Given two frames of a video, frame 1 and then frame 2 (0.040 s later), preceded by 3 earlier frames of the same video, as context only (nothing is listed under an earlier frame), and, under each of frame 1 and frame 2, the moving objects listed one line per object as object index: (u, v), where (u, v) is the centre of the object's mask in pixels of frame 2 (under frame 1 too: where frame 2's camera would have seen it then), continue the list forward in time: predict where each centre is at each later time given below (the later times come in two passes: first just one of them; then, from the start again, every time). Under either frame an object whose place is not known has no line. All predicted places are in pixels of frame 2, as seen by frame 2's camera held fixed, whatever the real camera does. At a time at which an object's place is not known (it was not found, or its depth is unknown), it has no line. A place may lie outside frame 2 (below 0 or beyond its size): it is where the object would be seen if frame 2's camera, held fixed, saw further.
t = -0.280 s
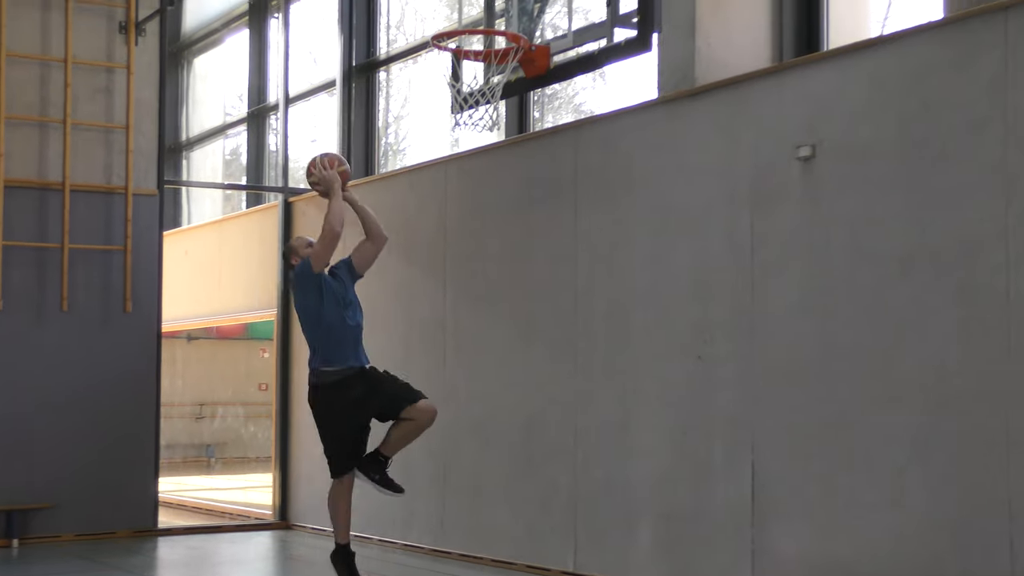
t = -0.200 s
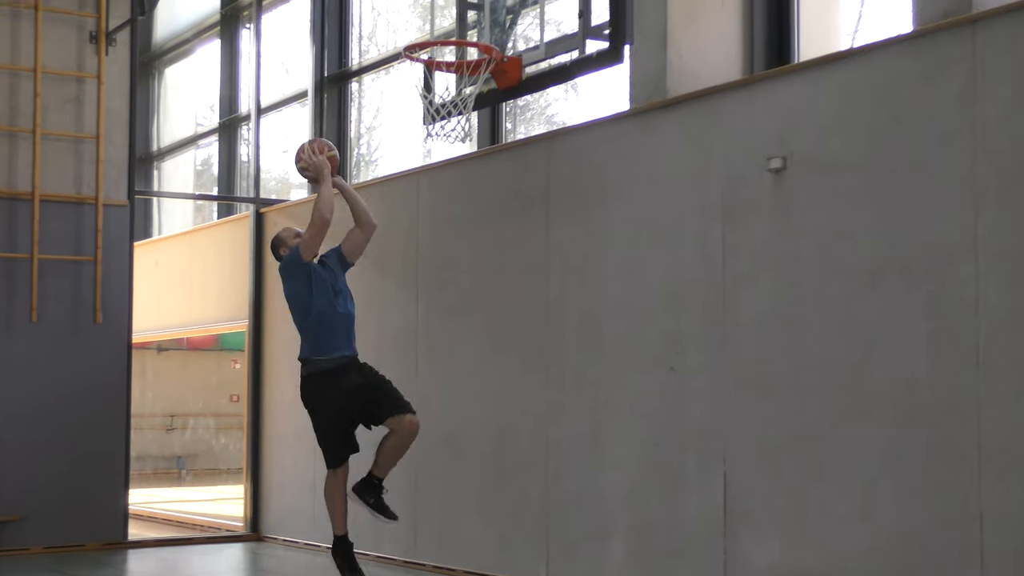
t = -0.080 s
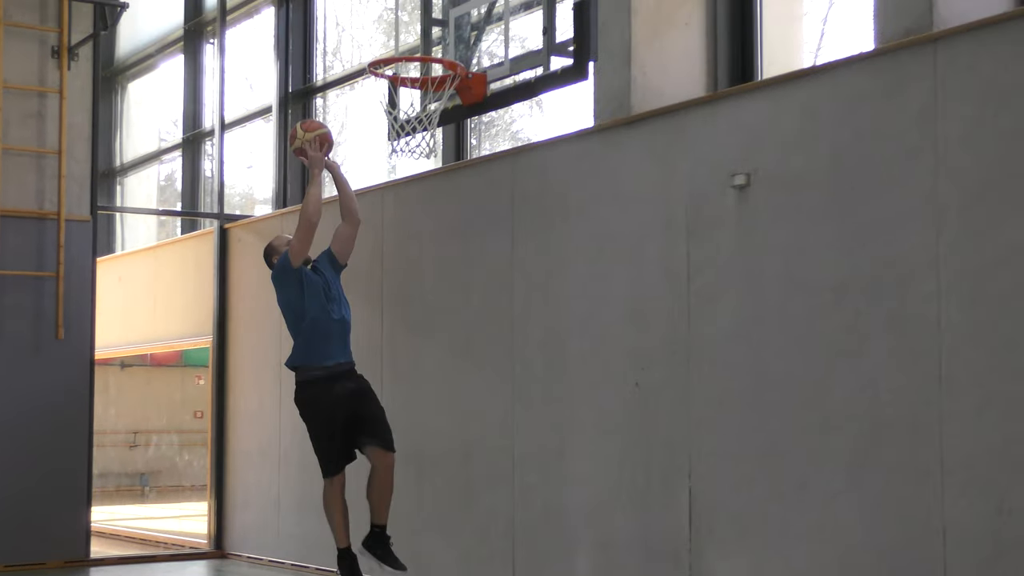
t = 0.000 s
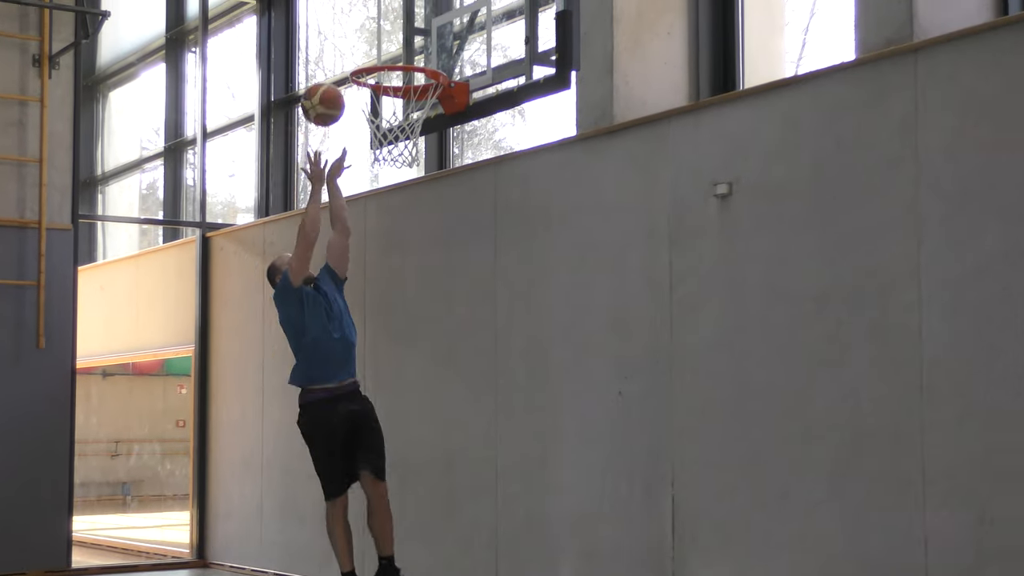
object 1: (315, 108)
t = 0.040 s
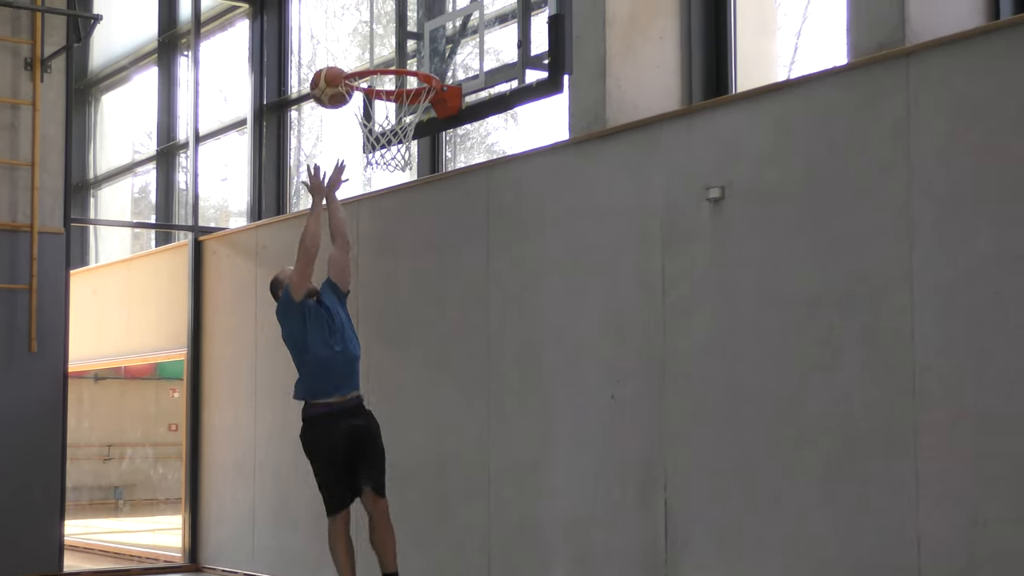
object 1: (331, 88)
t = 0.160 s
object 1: (382, 41)
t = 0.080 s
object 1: (347, 65)
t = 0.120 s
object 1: (365, 52)
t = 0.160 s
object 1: (382, 41)
